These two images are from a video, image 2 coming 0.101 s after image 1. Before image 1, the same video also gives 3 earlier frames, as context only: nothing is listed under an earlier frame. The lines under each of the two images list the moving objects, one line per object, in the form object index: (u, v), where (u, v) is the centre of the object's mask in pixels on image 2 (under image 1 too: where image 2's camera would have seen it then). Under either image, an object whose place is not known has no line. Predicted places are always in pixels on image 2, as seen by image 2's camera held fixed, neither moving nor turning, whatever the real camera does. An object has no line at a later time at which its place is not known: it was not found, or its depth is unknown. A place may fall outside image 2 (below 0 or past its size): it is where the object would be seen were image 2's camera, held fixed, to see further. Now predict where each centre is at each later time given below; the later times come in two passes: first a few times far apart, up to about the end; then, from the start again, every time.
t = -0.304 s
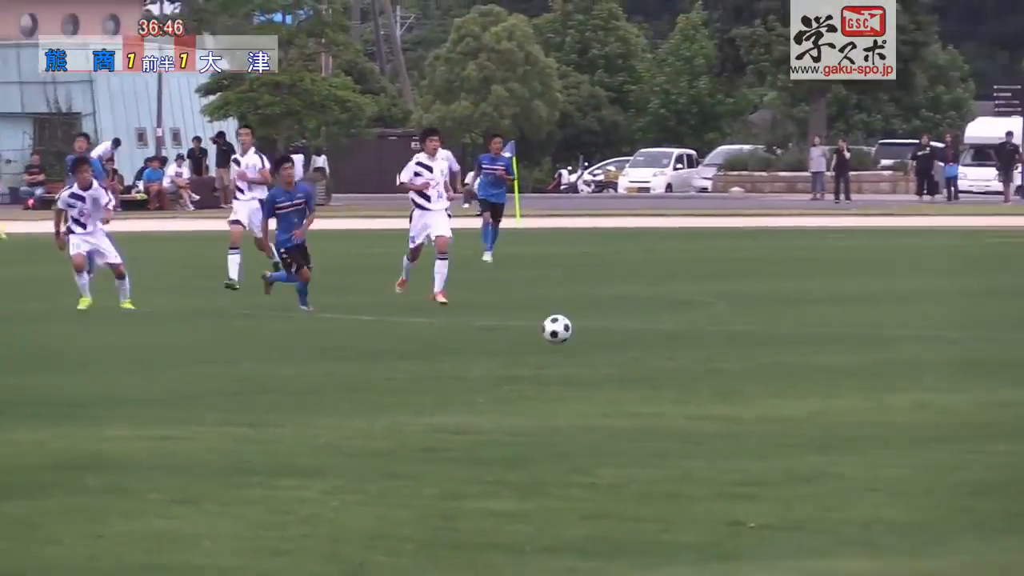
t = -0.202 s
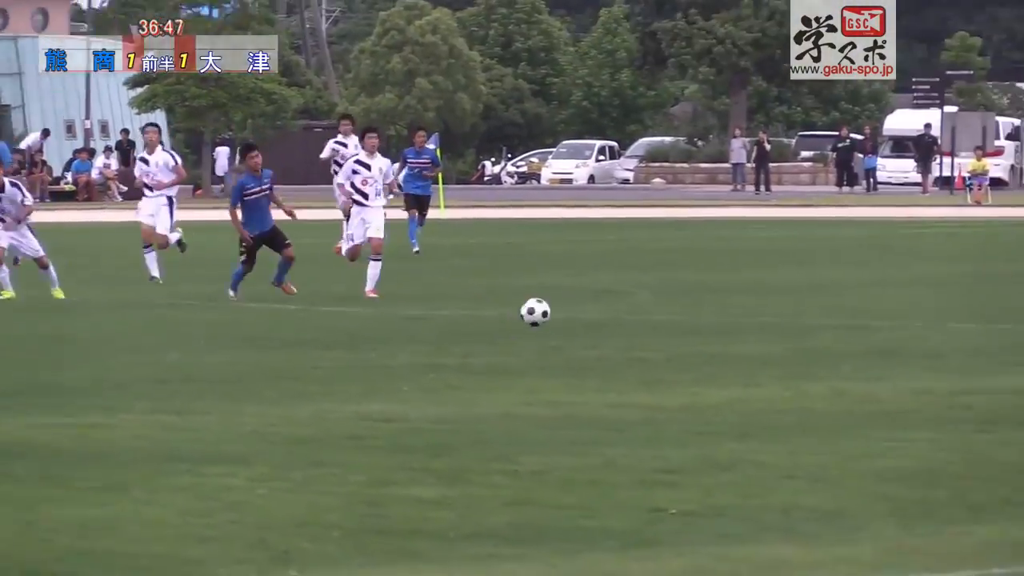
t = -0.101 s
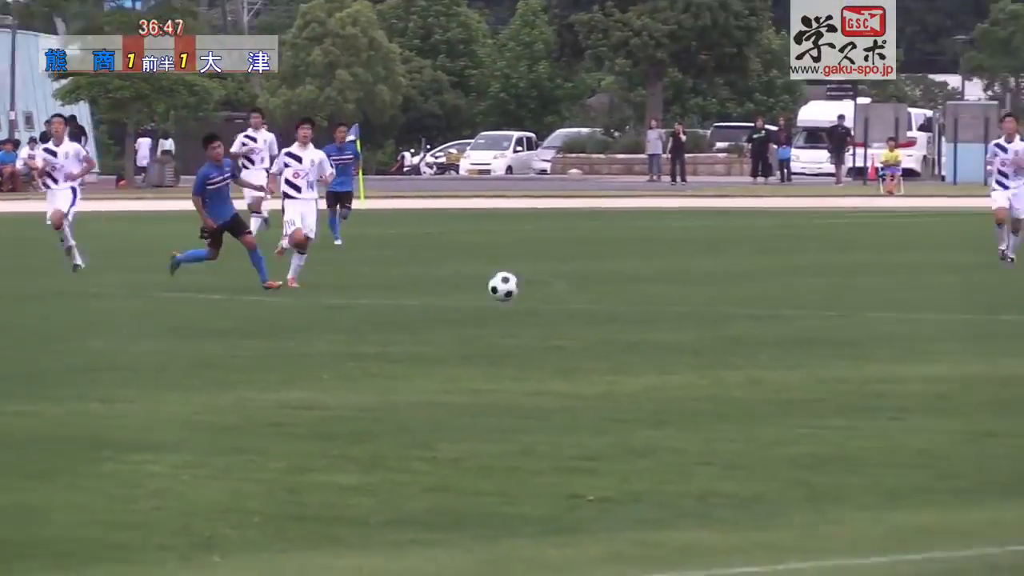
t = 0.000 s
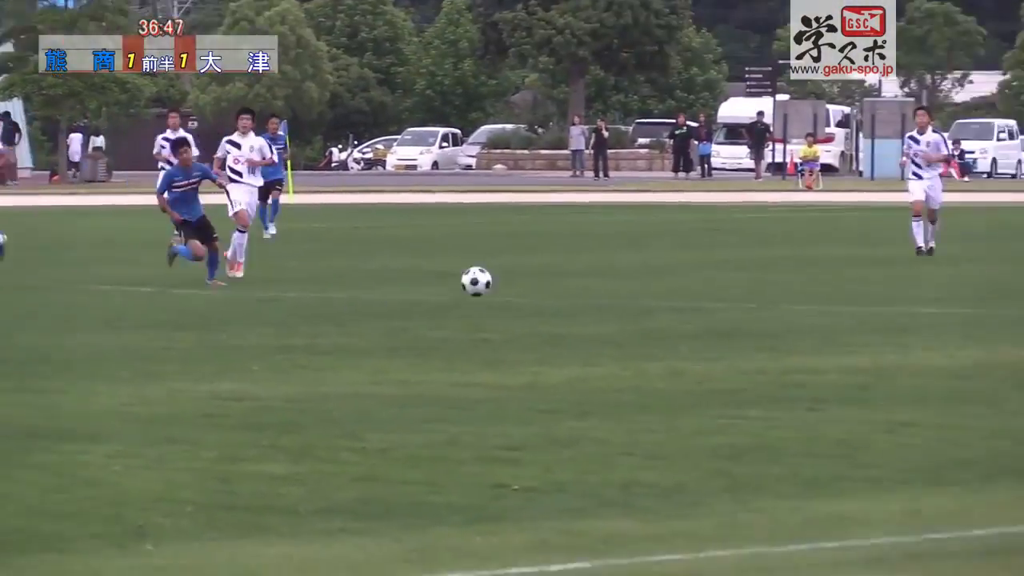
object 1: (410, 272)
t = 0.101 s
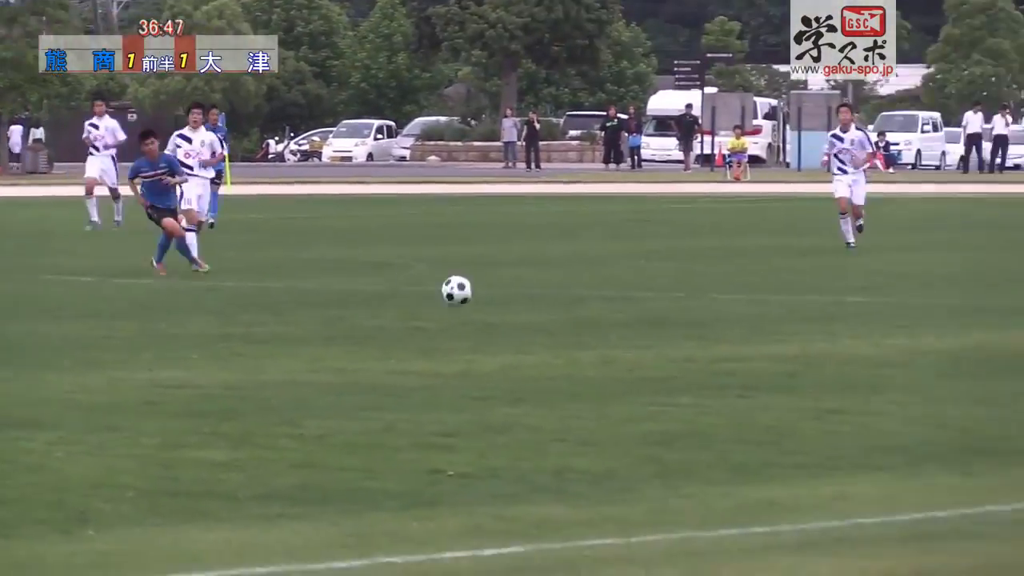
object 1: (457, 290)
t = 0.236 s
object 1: (514, 331)
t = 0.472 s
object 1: (597, 333)
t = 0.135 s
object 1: (471, 300)
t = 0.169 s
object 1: (486, 313)
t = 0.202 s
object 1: (501, 328)
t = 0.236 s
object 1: (514, 331)
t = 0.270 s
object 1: (526, 326)
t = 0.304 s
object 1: (538, 322)
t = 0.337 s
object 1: (550, 320)
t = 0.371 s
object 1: (562, 320)
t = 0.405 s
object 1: (574, 323)
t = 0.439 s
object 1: (586, 328)
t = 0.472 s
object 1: (597, 333)
